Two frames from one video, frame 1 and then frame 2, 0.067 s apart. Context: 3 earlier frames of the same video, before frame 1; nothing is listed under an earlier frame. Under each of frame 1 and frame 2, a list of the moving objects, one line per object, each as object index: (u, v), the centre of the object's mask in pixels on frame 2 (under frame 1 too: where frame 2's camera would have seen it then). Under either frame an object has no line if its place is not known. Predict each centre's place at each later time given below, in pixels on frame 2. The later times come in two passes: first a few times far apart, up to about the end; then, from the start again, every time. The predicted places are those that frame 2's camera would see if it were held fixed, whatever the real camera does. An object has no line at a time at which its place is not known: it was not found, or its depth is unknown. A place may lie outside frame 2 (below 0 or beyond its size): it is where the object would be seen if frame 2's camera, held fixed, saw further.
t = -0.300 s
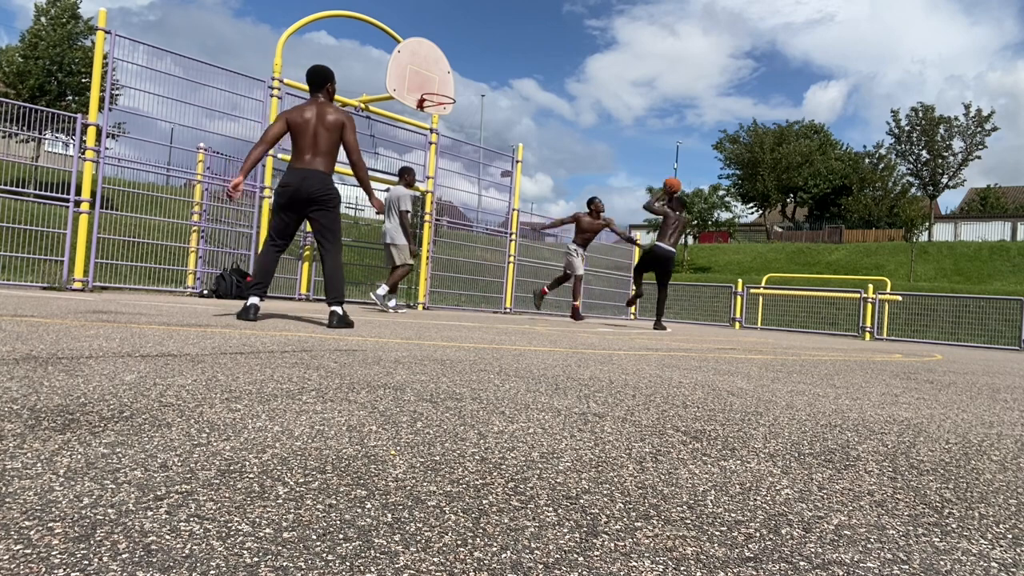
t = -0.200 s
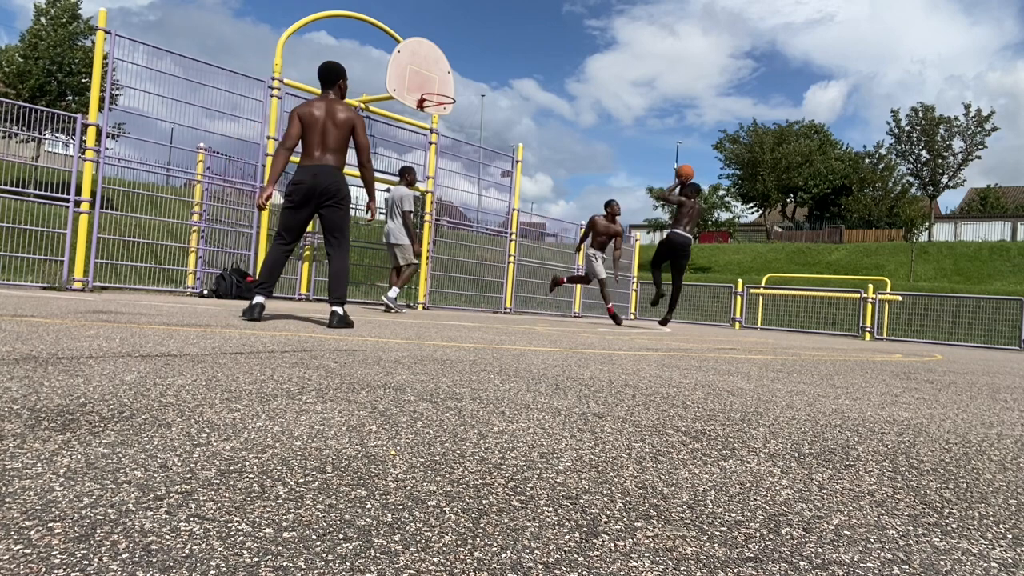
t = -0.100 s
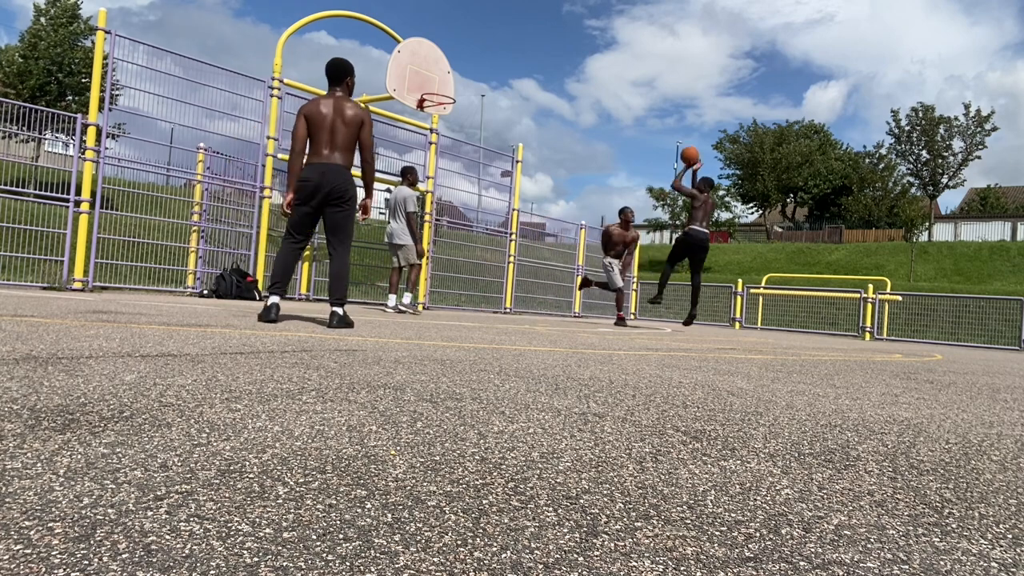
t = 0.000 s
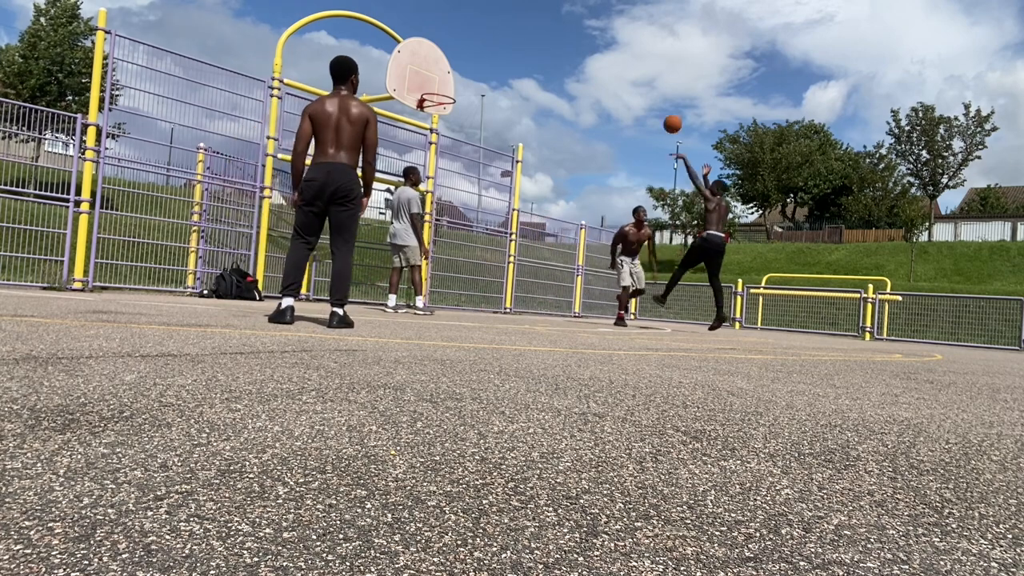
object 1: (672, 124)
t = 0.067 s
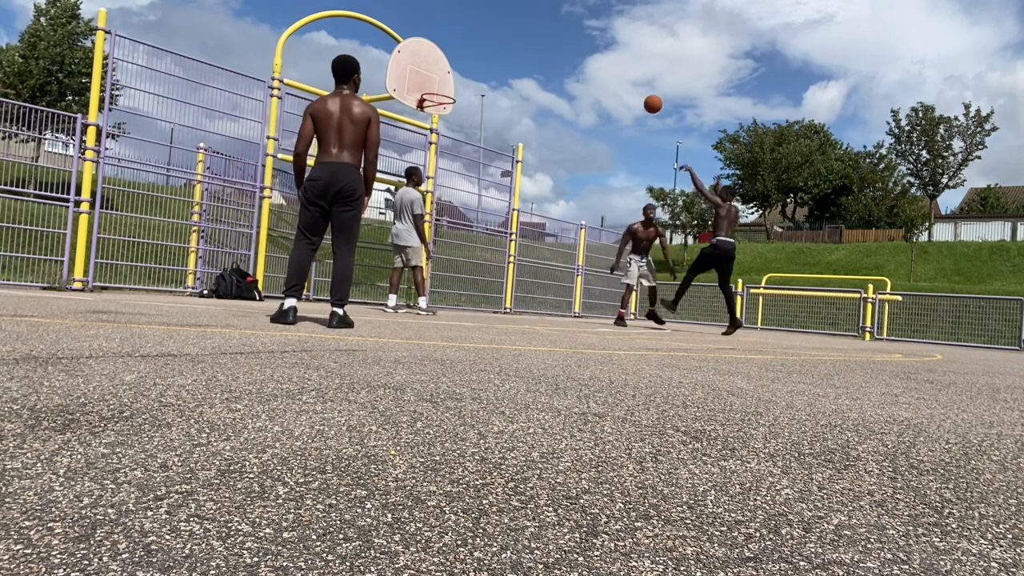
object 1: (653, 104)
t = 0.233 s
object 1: (604, 69)
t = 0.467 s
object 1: (537, 54)
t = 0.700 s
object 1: (471, 79)
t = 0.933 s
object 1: (428, 90)
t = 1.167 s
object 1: (428, 81)
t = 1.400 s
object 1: (432, 88)
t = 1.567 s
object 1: (438, 102)
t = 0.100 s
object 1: (643, 95)
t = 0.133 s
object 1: (633, 87)
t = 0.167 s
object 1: (624, 80)
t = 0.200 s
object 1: (614, 74)
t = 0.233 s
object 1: (604, 69)
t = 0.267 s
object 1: (595, 64)
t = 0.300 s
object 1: (585, 60)
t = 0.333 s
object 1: (576, 58)
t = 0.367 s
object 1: (566, 56)
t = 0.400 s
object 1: (557, 54)
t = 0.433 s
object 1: (547, 54)
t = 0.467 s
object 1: (537, 54)
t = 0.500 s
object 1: (528, 56)
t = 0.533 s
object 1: (518, 58)
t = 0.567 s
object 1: (509, 60)
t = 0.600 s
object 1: (500, 64)
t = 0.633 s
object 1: (490, 68)
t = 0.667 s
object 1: (481, 73)
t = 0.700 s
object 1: (471, 79)
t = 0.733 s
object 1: (462, 85)
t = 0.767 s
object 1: (453, 92)
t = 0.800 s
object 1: (448, 90)
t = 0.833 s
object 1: (443, 89)
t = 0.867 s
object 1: (439, 89)
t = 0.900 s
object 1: (433, 89)
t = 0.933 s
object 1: (428, 90)
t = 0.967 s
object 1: (428, 87)
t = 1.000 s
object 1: (428, 84)
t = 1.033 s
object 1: (428, 82)
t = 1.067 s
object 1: (428, 81)
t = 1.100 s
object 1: (428, 80)
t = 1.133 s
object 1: (428, 80)
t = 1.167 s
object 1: (428, 81)
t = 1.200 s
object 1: (428, 83)
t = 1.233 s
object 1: (428, 85)
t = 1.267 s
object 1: (428, 88)
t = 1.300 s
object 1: (428, 89)
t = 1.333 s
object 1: (430, 88)
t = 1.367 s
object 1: (431, 87)
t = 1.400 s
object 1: (432, 88)
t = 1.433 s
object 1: (433, 89)
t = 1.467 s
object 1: (434, 91)
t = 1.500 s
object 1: (436, 94)
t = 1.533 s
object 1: (437, 97)
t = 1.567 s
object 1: (438, 102)
